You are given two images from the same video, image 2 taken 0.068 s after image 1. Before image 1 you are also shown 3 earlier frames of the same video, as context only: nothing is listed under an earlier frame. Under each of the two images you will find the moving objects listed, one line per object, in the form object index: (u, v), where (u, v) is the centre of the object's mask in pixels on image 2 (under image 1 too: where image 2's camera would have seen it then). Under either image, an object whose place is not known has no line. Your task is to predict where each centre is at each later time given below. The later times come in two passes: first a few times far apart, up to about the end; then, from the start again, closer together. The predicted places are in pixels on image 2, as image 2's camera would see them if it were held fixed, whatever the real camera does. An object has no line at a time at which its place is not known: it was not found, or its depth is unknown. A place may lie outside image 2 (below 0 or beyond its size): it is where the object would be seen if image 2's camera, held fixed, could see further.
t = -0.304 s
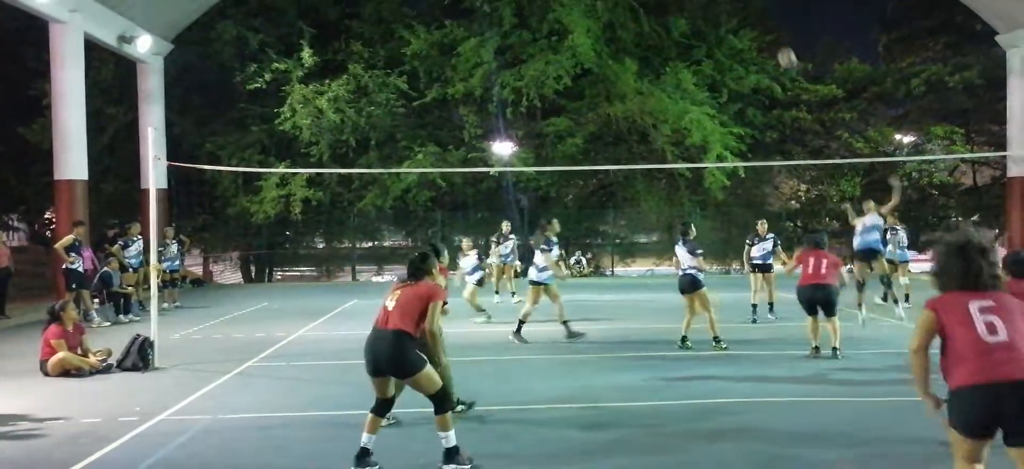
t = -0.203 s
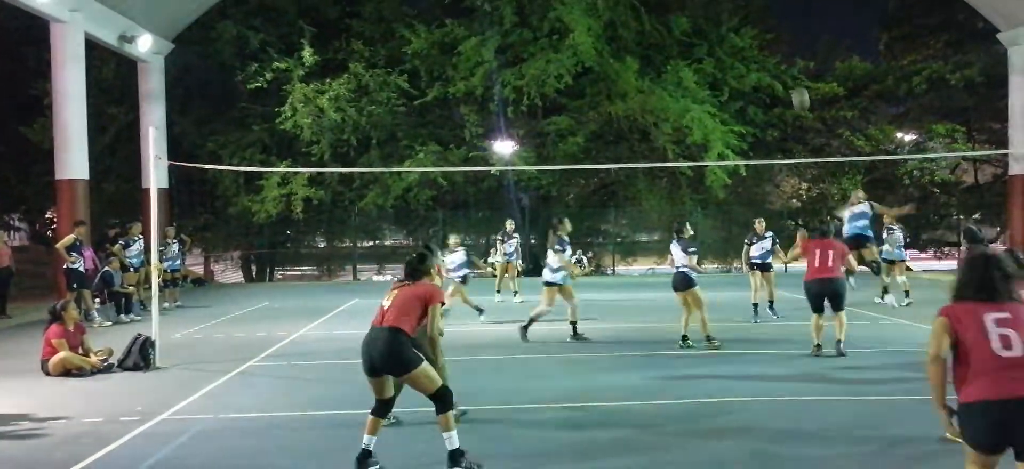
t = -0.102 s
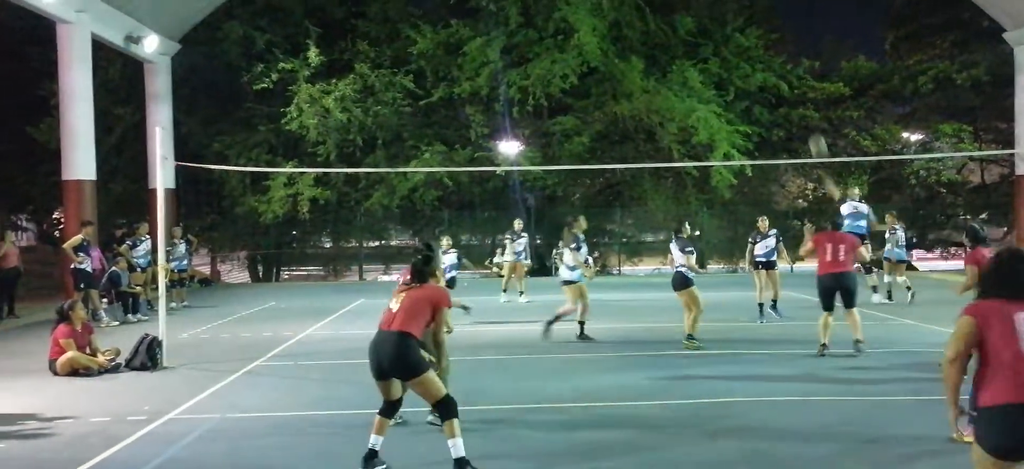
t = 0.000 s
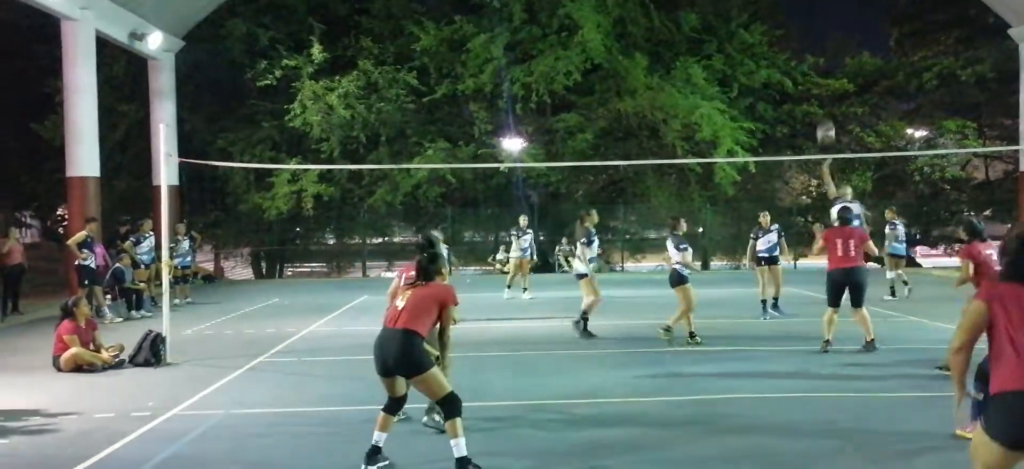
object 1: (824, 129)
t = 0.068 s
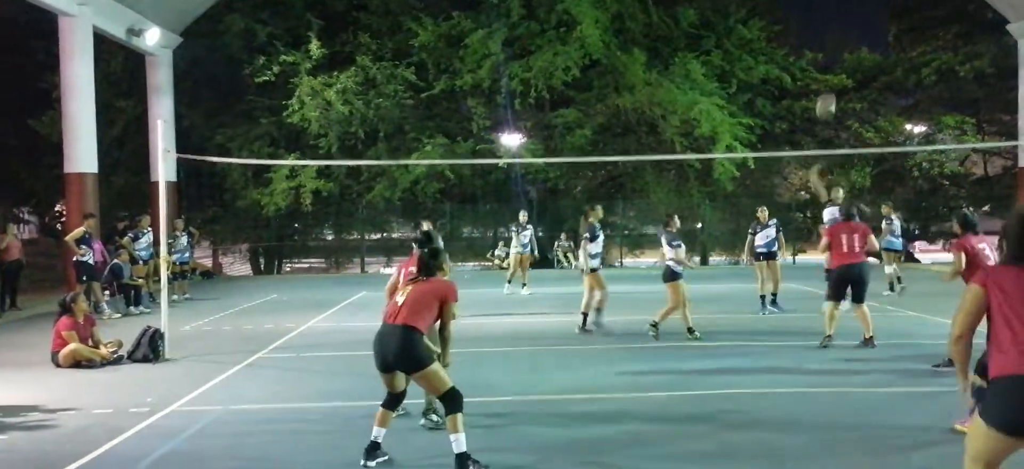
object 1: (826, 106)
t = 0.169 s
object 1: (829, 73)
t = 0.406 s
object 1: (844, 28)
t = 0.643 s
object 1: (880, 55)
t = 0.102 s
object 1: (827, 95)
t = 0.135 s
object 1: (827, 85)
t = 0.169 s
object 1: (829, 73)
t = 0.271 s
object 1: (834, 49)
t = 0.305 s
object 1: (836, 42)
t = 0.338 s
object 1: (838, 37)
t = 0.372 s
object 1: (841, 32)
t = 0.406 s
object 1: (844, 28)
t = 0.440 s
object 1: (848, 26)
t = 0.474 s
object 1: (852, 26)
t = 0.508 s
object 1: (856, 27)
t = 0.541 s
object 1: (861, 30)
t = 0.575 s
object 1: (866, 35)
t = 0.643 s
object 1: (880, 55)
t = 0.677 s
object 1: (888, 69)
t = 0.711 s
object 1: (895, 88)
